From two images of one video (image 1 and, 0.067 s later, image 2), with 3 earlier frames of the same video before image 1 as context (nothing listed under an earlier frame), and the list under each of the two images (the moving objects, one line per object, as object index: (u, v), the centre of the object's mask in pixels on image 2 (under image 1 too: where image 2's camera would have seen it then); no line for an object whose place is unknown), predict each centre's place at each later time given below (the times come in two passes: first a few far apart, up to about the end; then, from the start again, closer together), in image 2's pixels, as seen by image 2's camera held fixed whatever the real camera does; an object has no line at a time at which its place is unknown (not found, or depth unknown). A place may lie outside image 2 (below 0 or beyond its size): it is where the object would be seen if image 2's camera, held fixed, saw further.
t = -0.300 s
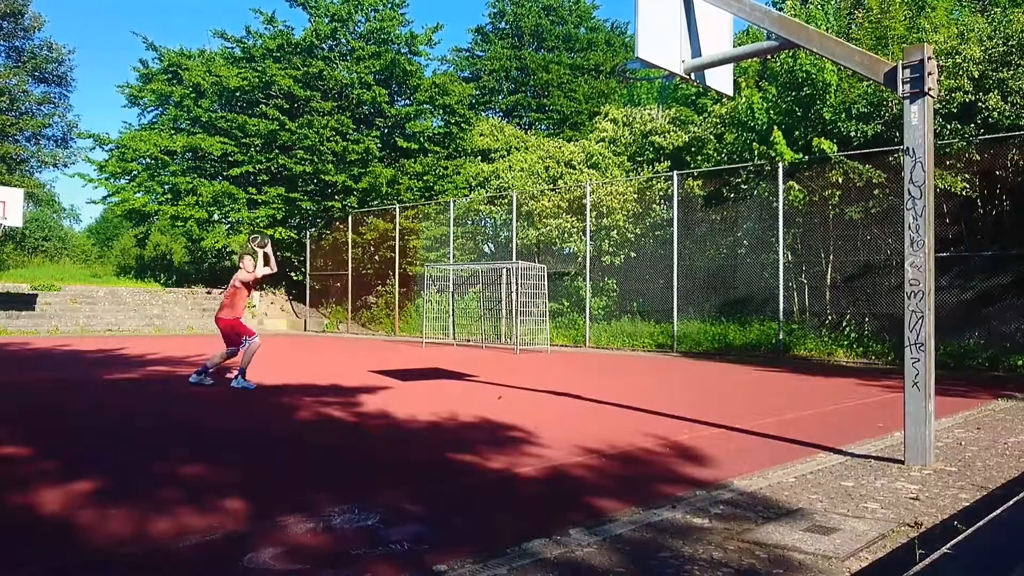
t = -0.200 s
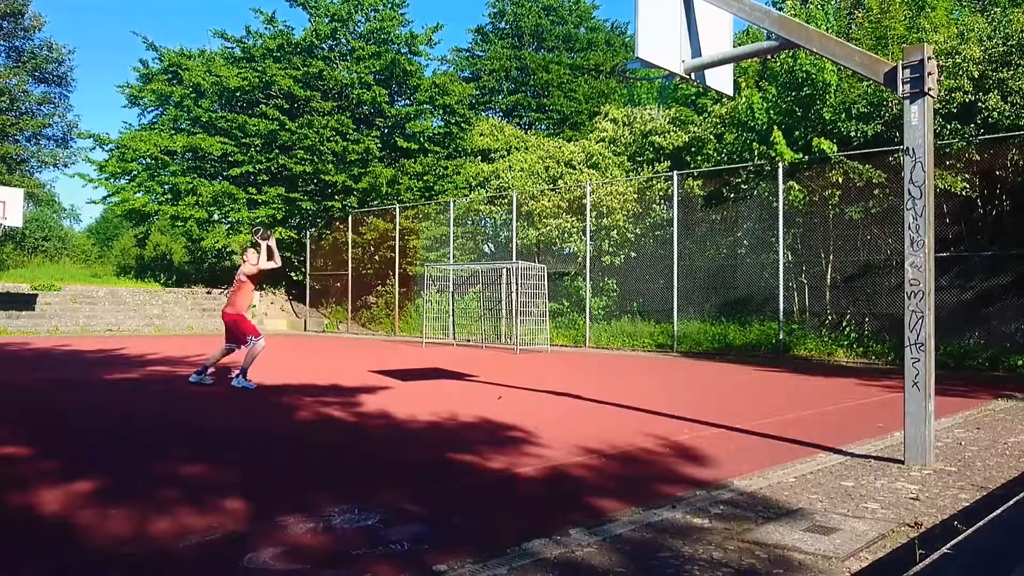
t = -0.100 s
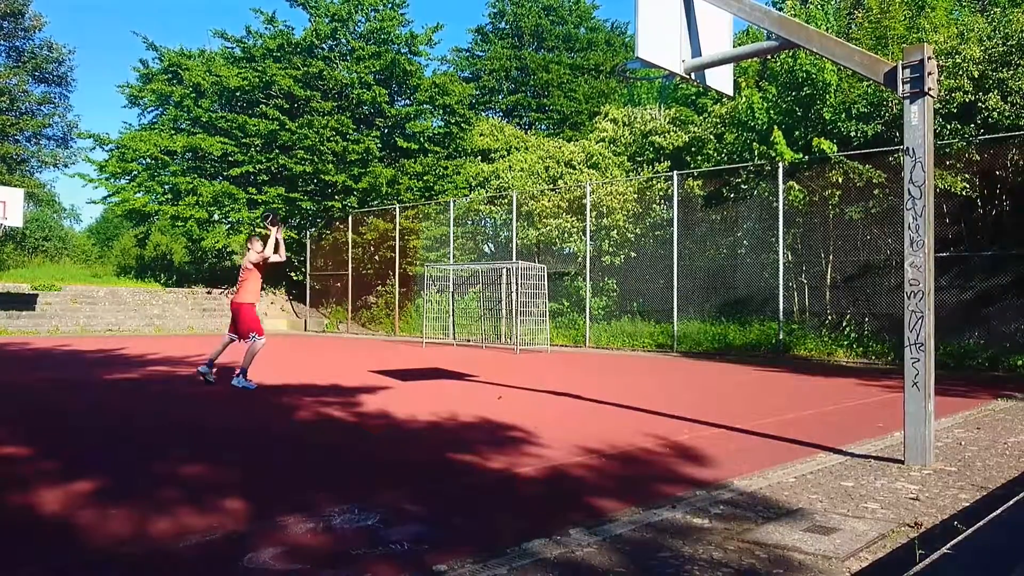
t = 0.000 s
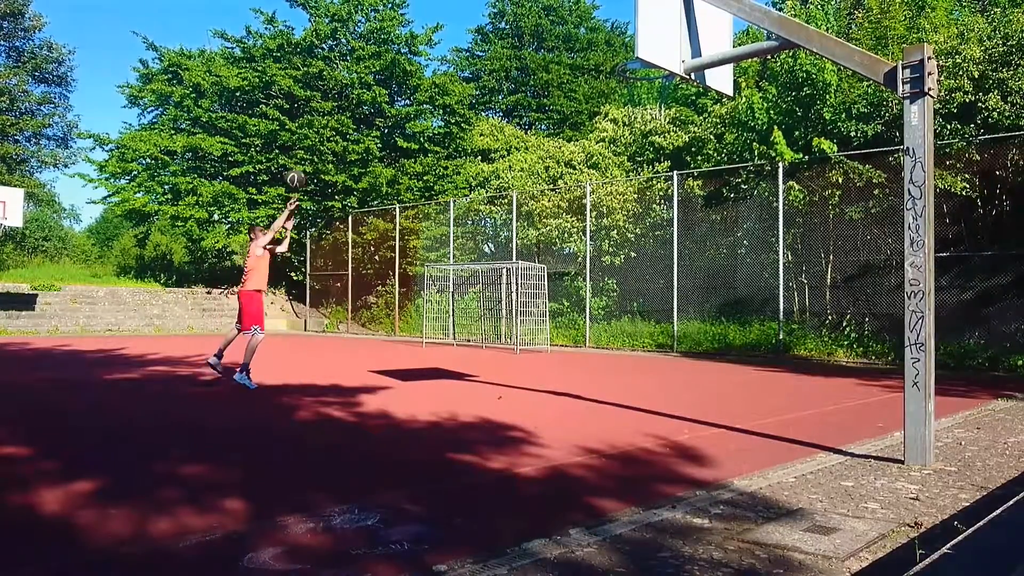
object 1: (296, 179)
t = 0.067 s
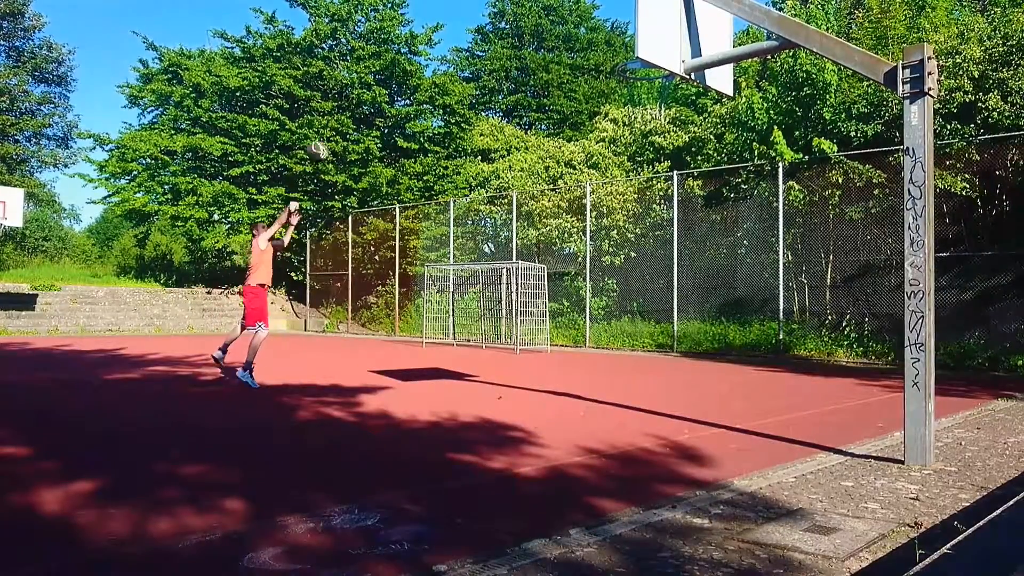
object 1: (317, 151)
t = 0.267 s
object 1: (391, 83)
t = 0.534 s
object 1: (507, 38)
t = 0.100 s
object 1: (330, 138)
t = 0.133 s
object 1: (342, 124)
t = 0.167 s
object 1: (353, 113)
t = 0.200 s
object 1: (366, 103)
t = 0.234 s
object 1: (379, 92)
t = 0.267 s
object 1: (391, 83)
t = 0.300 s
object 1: (405, 74)
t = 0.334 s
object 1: (419, 65)
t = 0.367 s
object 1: (432, 59)
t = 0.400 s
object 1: (446, 53)
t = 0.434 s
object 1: (461, 48)
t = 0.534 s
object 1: (507, 38)
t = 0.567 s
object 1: (523, 37)
